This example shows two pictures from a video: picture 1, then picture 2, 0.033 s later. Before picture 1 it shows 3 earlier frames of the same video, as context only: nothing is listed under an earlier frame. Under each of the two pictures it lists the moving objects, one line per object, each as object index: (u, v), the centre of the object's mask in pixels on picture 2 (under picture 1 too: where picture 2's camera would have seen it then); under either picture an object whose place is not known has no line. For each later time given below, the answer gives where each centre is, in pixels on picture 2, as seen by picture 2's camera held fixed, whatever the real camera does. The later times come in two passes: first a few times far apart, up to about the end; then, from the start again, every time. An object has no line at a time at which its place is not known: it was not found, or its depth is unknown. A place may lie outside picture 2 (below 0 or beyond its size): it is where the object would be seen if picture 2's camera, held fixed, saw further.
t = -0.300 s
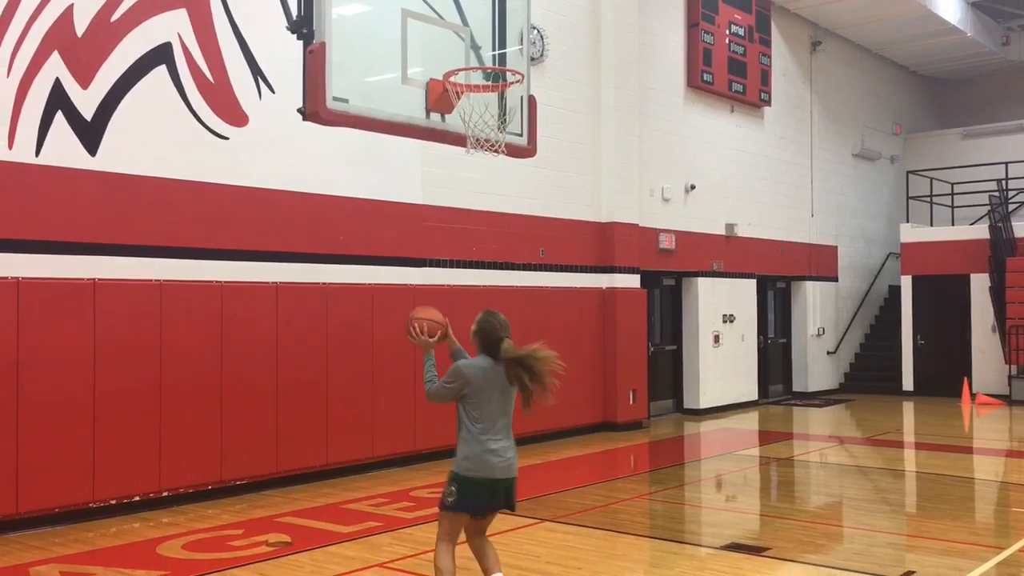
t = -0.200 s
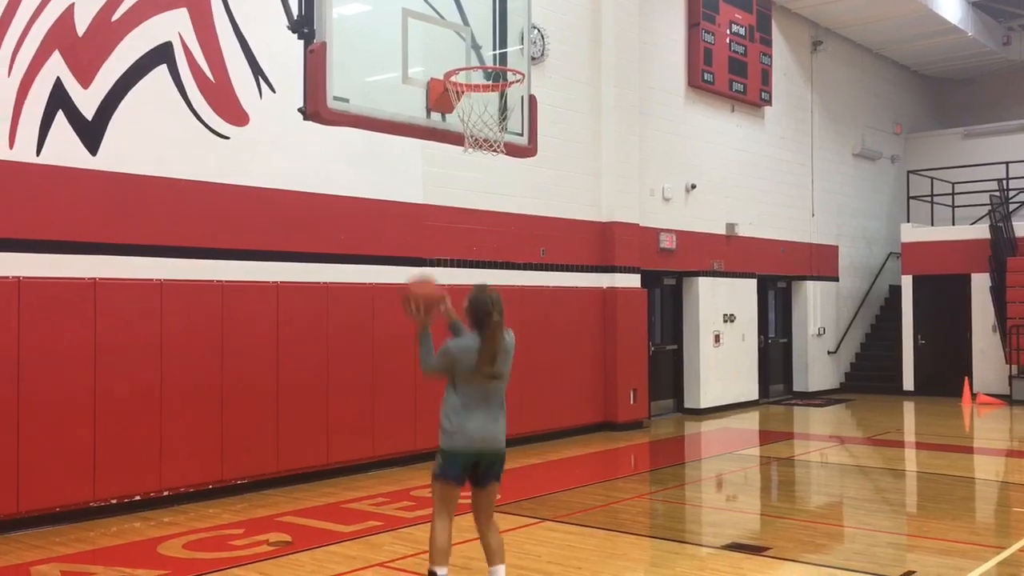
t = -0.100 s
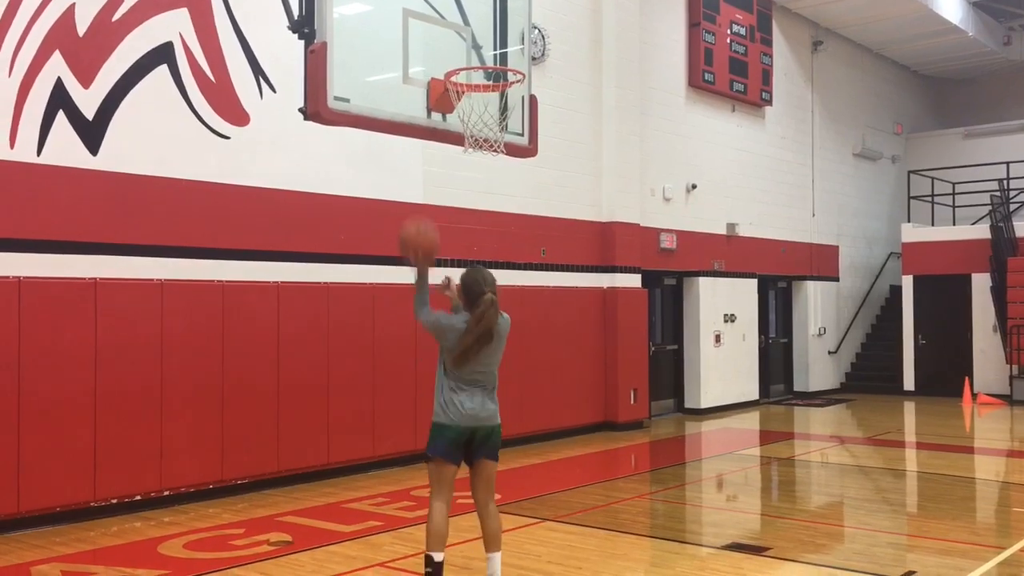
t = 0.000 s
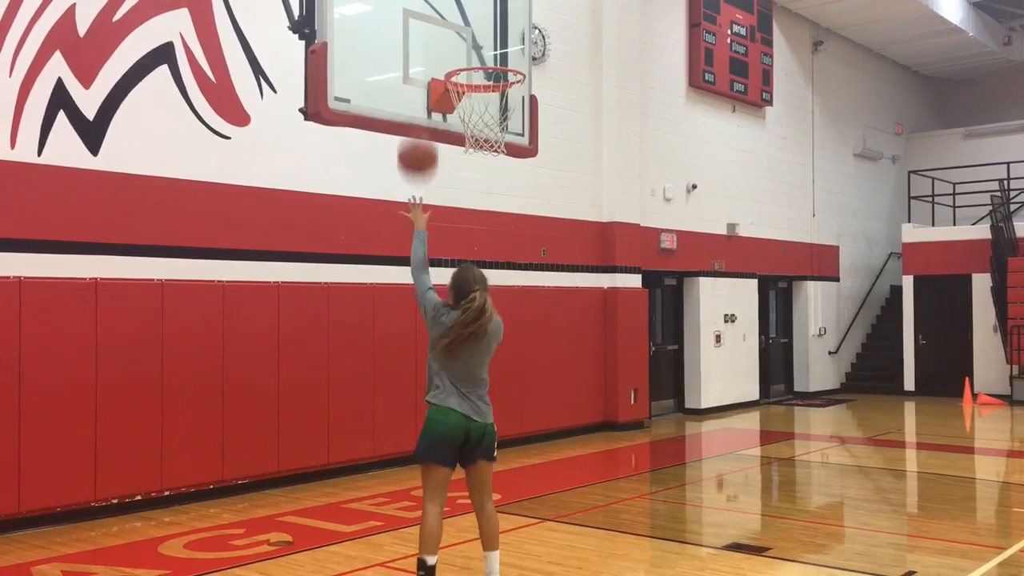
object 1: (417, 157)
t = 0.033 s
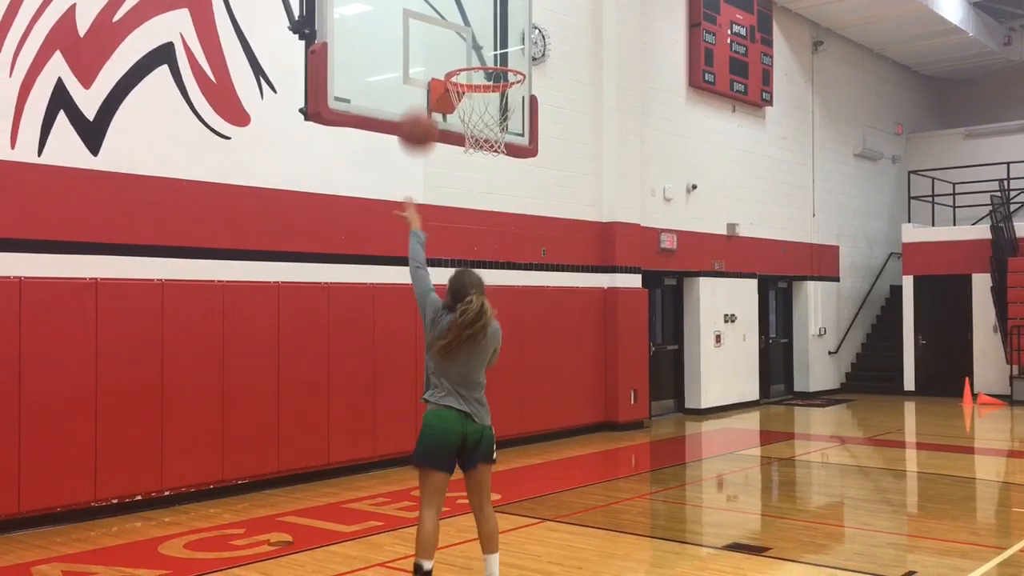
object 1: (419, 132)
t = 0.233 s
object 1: (417, 20)
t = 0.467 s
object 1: (459, 13)
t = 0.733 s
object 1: (492, 101)
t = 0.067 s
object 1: (416, 106)
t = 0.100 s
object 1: (417, 84)
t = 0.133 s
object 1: (417, 65)
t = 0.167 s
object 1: (417, 48)
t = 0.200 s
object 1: (417, 32)
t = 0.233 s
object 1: (417, 20)
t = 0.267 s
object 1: (421, 14)
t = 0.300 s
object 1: (428, 11)
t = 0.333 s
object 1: (434, 10)
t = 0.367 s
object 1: (440, 9)
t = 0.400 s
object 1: (447, 10)
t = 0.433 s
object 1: (453, 11)
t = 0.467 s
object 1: (459, 13)
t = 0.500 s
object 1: (466, 17)
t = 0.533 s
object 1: (473, 23)
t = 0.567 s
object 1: (479, 32)
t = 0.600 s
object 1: (485, 43)
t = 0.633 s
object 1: (493, 54)
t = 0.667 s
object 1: (499, 73)
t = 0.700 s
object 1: (496, 86)
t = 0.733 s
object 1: (492, 101)
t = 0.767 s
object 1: (485, 118)
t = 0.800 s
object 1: (482, 136)
